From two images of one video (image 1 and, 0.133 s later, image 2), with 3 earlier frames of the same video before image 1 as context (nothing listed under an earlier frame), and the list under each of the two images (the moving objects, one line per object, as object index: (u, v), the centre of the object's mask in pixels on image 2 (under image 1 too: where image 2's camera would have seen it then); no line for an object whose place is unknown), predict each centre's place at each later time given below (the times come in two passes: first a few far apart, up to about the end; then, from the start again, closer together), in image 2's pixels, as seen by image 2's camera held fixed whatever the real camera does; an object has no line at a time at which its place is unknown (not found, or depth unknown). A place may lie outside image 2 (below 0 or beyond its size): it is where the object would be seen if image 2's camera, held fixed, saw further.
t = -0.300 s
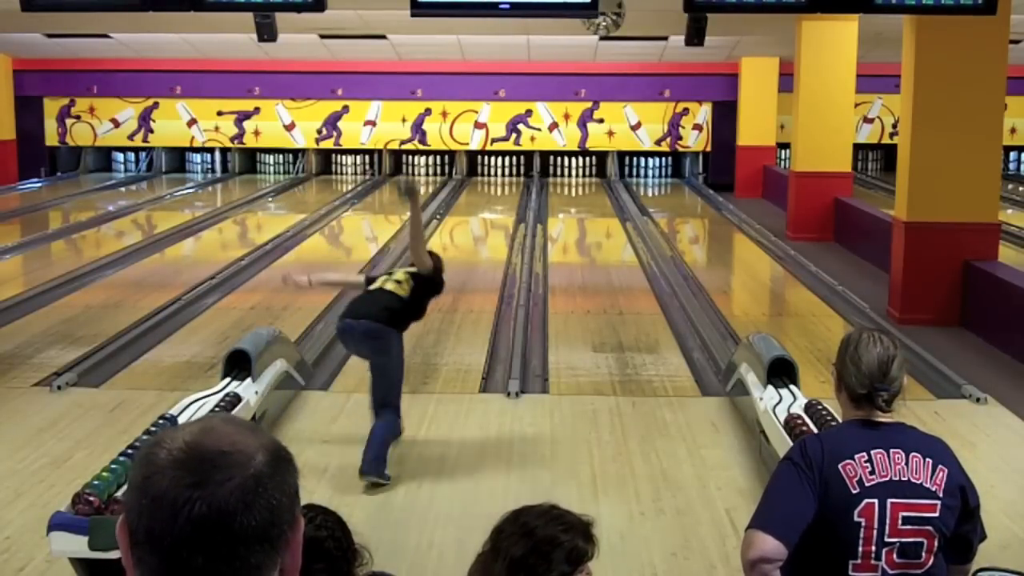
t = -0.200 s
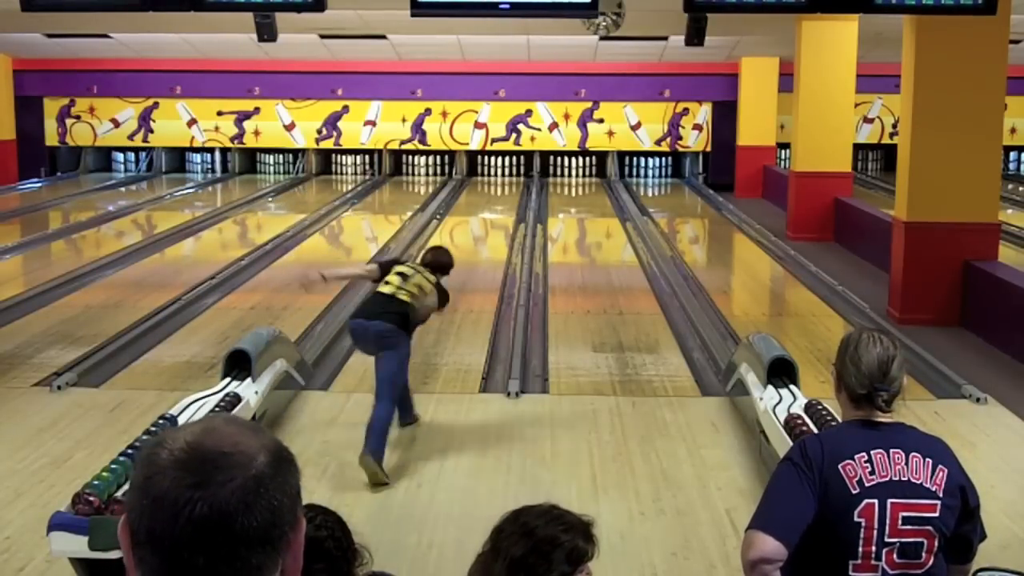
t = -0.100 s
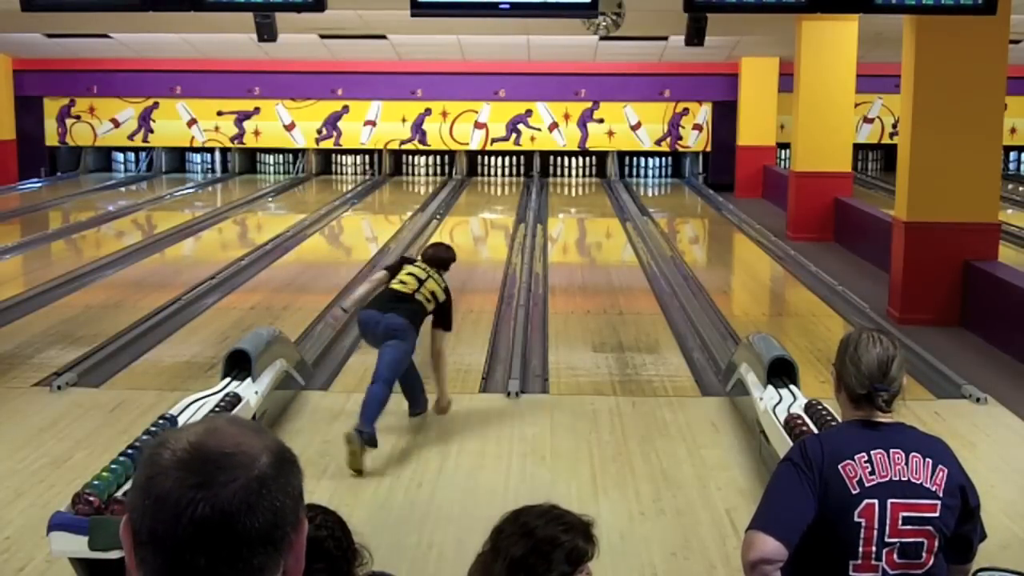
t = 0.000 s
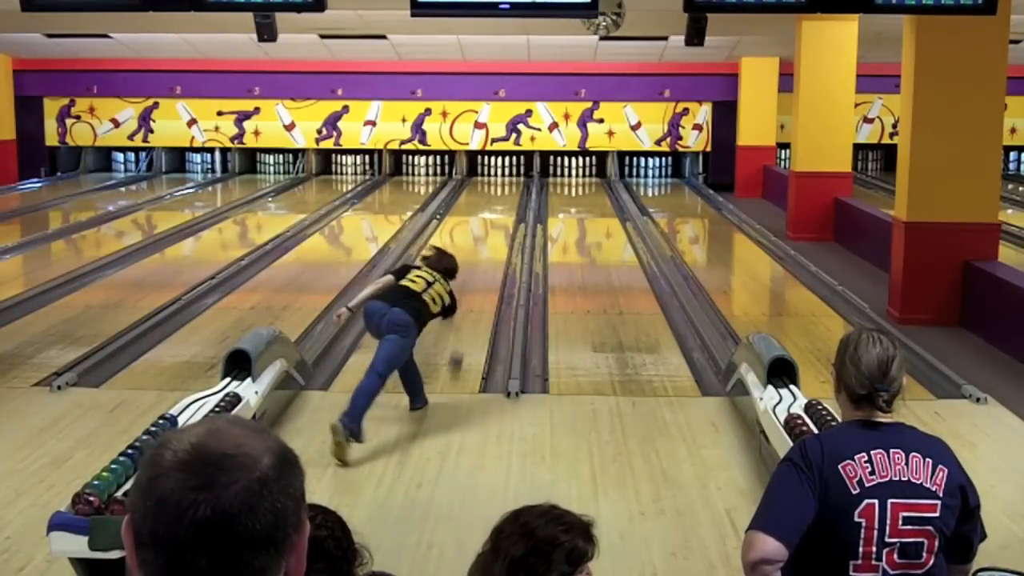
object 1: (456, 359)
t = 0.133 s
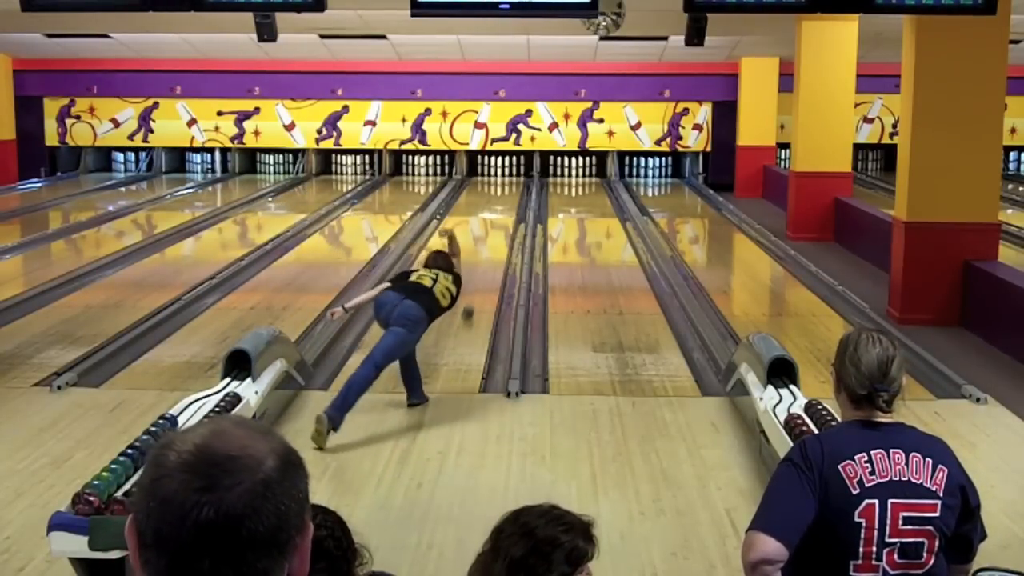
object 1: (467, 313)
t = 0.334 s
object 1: (480, 264)
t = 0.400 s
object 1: (482, 252)
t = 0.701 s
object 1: (492, 214)
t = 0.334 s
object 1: (480, 264)
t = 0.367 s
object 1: (481, 258)
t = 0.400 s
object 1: (482, 252)
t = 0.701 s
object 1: (492, 214)
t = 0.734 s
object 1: (493, 211)
